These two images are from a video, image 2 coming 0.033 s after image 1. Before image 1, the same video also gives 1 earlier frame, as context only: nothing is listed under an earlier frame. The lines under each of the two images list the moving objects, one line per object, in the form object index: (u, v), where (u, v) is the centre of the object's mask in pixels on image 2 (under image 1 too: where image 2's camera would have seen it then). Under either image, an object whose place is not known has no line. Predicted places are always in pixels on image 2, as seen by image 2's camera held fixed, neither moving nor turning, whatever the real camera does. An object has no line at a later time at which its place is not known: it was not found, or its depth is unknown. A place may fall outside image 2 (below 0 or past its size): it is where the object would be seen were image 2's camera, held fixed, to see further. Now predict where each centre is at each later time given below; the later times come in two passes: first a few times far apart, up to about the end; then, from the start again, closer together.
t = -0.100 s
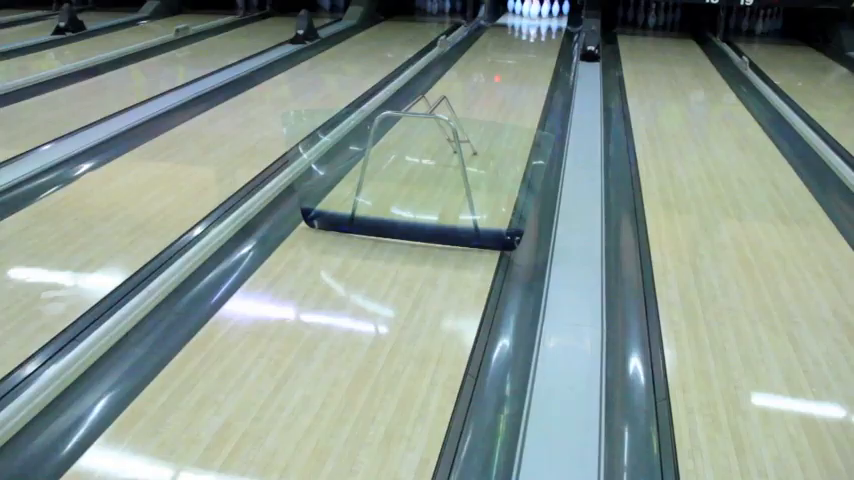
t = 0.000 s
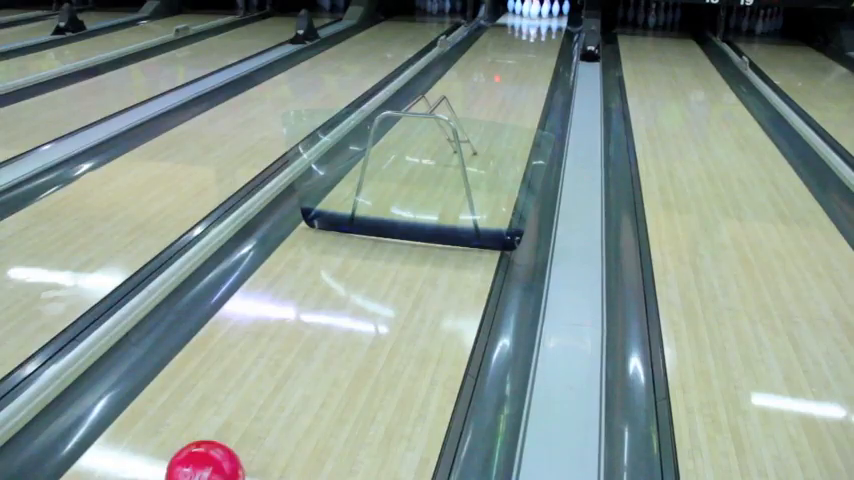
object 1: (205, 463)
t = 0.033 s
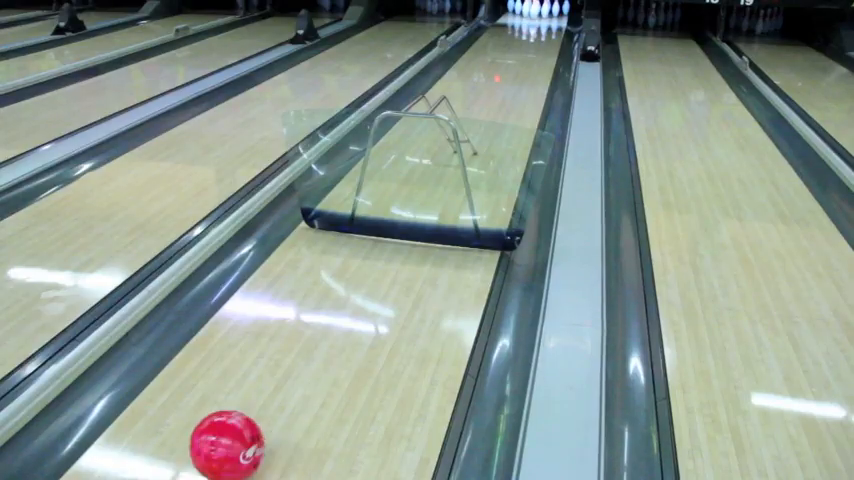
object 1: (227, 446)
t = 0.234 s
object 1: (323, 306)
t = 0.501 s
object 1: (380, 222)
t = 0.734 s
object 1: (377, 220)
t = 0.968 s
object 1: (353, 240)
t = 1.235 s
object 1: (310, 278)
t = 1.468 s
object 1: (268, 315)
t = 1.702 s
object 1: (221, 355)
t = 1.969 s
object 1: (160, 407)
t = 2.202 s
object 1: (101, 453)
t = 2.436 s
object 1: (39, 477)
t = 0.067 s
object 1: (247, 417)
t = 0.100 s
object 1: (265, 390)
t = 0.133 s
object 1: (282, 366)
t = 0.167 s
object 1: (297, 344)
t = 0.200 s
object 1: (311, 324)
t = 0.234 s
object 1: (323, 306)
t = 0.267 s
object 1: (335, 289)
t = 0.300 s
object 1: (346, 273)
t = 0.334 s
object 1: (356, 259)
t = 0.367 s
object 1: (366, 246)
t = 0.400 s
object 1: (374, 233)
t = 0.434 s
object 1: (379, 225)
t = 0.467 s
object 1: (380, 223)
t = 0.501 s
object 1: (380, 222)
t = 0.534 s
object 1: (380, 222)
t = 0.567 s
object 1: (379, 221)
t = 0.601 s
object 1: (379, 221)
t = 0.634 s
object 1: (378, 221)
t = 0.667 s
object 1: (378, 221)
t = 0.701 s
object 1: (377, 220)
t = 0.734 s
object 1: (377, 220)
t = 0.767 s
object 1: (377, 220)
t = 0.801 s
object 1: (376, 220)
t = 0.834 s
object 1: (373, 223)
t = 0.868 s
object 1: (367, 227)
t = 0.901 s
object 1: (363, 232)
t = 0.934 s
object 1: (358, 236)
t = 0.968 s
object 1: (353, 240)
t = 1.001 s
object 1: (348, 244)
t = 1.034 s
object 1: (343, 249)
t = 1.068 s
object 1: (337, 254)
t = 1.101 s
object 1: (332, 259)
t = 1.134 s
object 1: (327, 263)
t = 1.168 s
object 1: (321, 269)
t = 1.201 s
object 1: (315, 273)
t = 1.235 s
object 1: (310, 278)
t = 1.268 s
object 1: (304, 283)
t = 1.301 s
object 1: (298, 288)
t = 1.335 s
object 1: (292, 293)
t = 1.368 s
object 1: (286, 298)
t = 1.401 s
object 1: (280, 304)
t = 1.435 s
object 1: (274, 309)
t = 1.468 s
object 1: (268, 315)
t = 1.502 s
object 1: (261, 320)
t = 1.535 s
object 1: (255, 326)
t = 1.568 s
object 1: (248, 332)
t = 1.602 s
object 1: (241, 338)
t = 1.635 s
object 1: (235, 344)
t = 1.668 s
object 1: (228, 349)
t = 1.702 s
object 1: (221, 355)
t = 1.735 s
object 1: (213, 361)
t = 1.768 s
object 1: (206, 368)
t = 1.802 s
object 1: (199, 374)
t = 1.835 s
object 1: (191, 380)
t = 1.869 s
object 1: (184, 387)
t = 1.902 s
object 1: (176, 394)
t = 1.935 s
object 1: (168, 400)
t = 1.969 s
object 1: (160, 407)
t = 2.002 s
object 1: (152, 414)
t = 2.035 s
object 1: (144, 421)
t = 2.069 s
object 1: (135, 428)
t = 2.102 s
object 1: (127, 435)
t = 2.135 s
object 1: (119, 443)
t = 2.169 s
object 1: (110, 449)
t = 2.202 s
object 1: (101, 453)
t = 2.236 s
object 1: (92, 457)
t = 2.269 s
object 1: (83, 460)
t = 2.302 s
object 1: (75, 464)
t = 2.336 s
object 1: (66, 467)
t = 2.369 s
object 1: (57, 470)
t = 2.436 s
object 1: (39, 477)
